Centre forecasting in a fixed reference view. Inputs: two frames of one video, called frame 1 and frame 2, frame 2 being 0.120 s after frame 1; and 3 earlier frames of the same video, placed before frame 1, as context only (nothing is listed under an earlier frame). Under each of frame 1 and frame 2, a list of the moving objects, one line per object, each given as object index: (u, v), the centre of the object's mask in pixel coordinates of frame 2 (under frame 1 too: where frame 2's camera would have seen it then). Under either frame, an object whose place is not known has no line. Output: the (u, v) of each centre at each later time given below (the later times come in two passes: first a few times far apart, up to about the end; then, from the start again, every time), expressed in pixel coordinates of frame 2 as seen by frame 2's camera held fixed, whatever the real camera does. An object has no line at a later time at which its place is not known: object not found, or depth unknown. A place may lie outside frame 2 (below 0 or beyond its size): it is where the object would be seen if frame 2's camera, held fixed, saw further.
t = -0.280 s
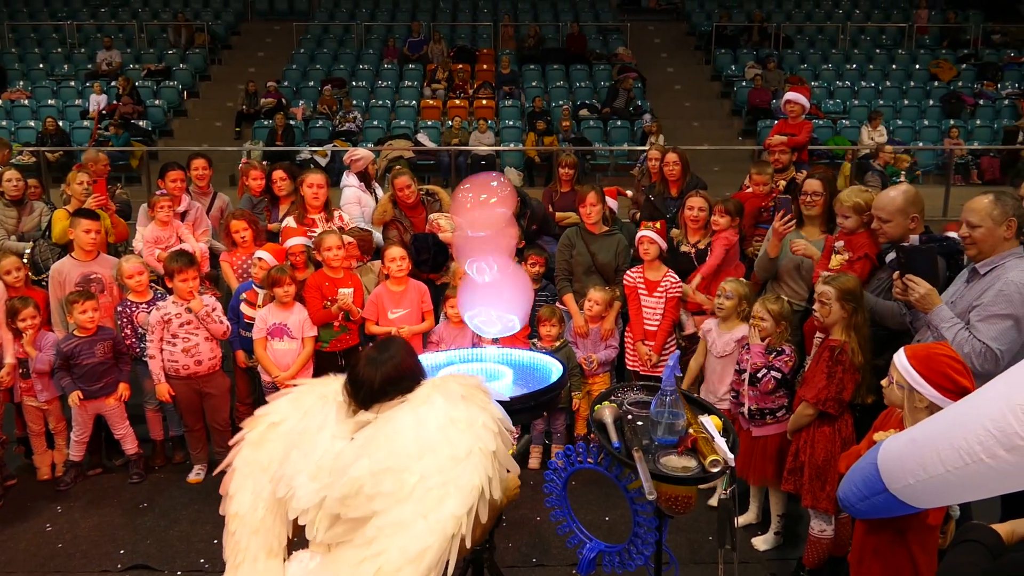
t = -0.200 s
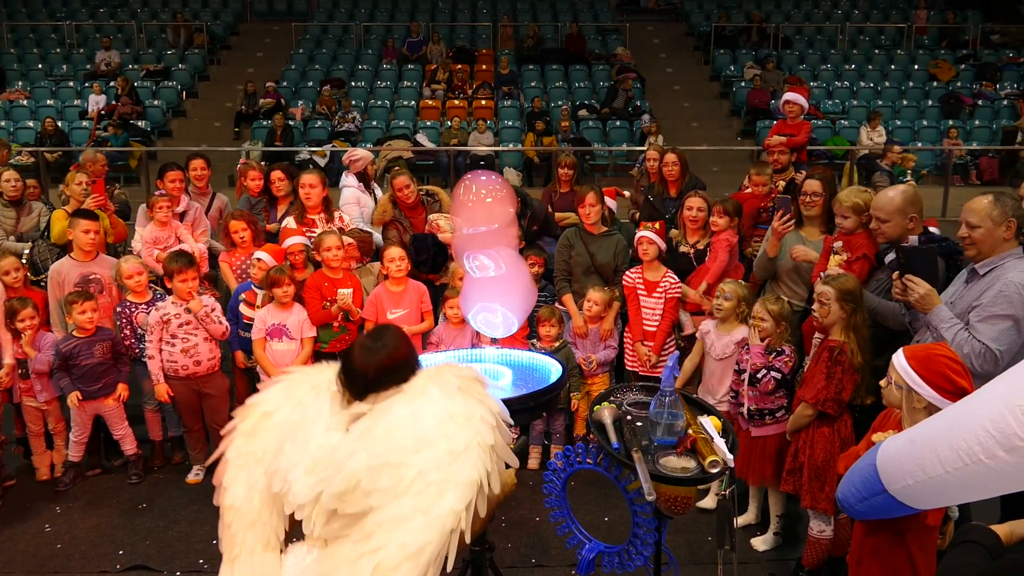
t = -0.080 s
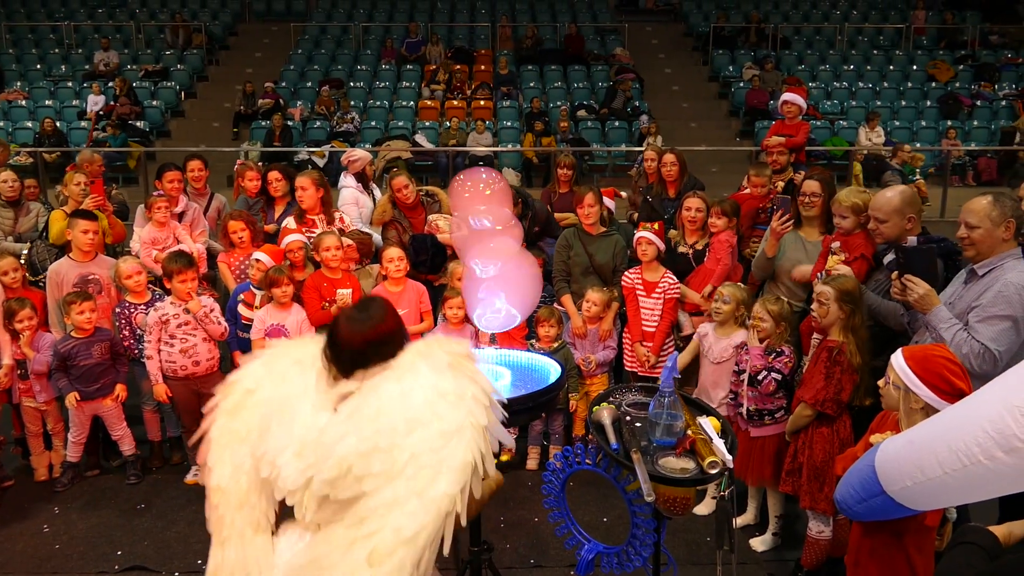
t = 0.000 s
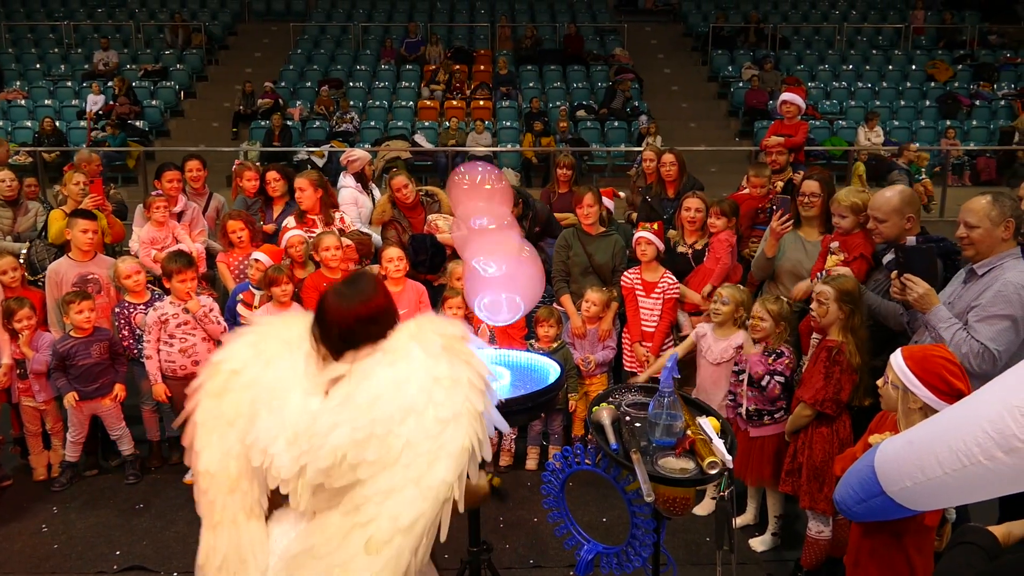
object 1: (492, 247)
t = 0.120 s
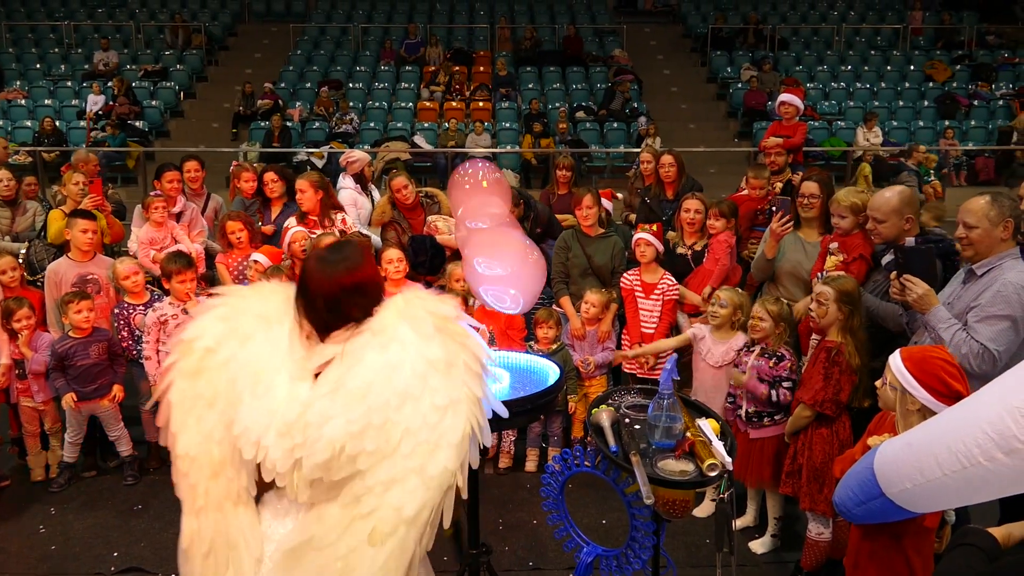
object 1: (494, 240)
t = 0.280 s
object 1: (495, 233)
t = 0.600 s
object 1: (498, 212)
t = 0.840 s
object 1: (500, 190)
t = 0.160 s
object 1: (494, 238)
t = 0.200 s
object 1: (494, 236)
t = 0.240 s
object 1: (495, 234)
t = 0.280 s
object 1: (495, 233)
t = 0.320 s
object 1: (496, 230)
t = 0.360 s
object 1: (496, 227)
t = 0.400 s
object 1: (496, 224)
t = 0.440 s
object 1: (497, 222)
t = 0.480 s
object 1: (497, 220)
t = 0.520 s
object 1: (497, 217)
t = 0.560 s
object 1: (498, 215)
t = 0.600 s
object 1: (498, 212)
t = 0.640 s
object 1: (499, 209)
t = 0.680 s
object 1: (500, 206)
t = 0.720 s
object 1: (500, 202)
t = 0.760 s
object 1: (500, 198)
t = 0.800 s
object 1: (500, 194)
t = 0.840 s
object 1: (500, 190)
